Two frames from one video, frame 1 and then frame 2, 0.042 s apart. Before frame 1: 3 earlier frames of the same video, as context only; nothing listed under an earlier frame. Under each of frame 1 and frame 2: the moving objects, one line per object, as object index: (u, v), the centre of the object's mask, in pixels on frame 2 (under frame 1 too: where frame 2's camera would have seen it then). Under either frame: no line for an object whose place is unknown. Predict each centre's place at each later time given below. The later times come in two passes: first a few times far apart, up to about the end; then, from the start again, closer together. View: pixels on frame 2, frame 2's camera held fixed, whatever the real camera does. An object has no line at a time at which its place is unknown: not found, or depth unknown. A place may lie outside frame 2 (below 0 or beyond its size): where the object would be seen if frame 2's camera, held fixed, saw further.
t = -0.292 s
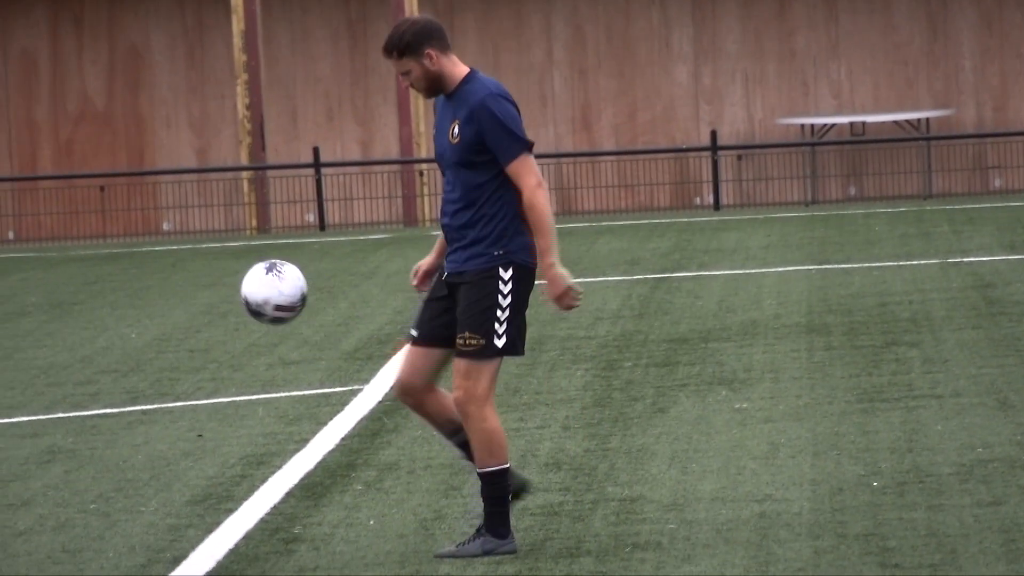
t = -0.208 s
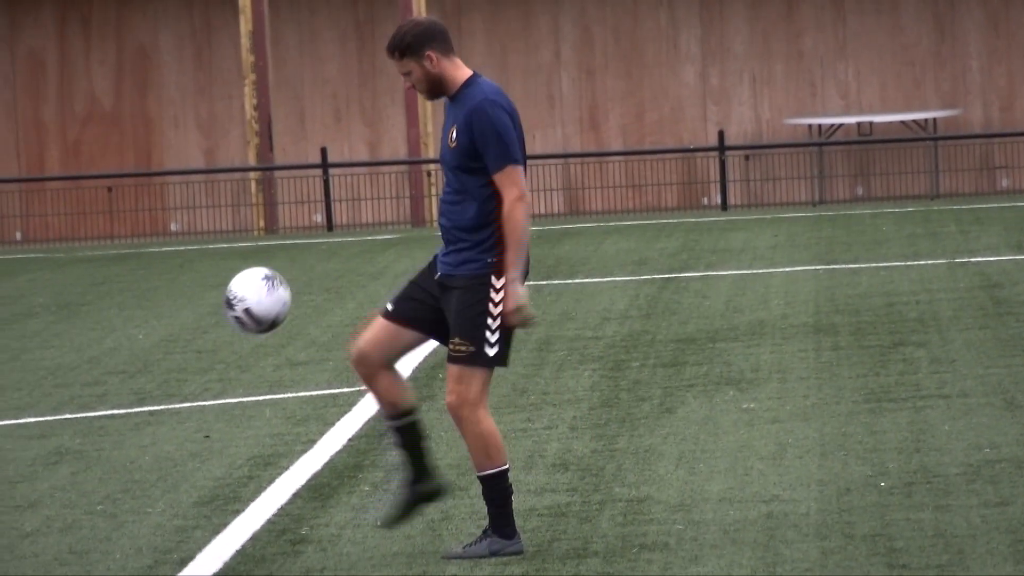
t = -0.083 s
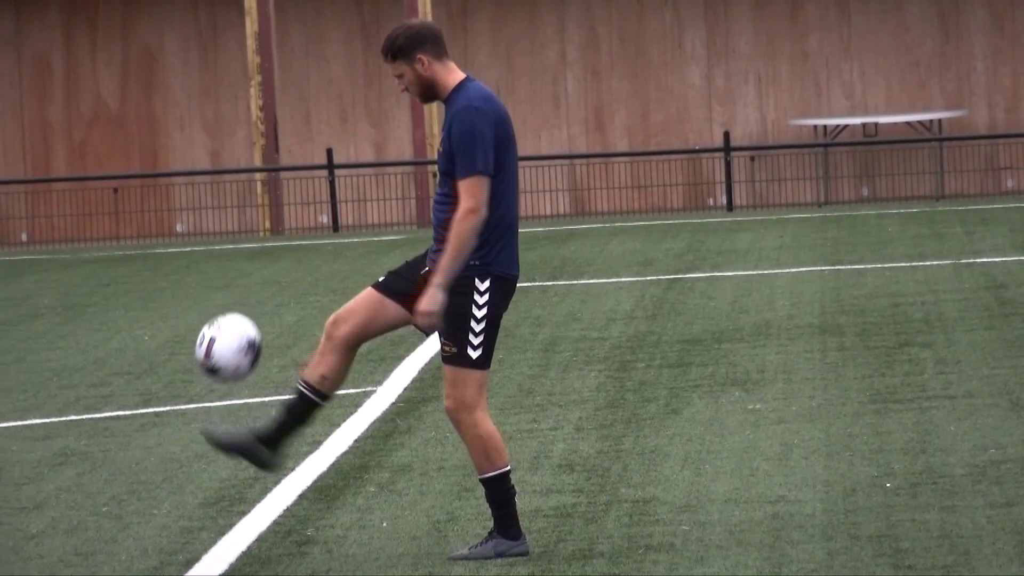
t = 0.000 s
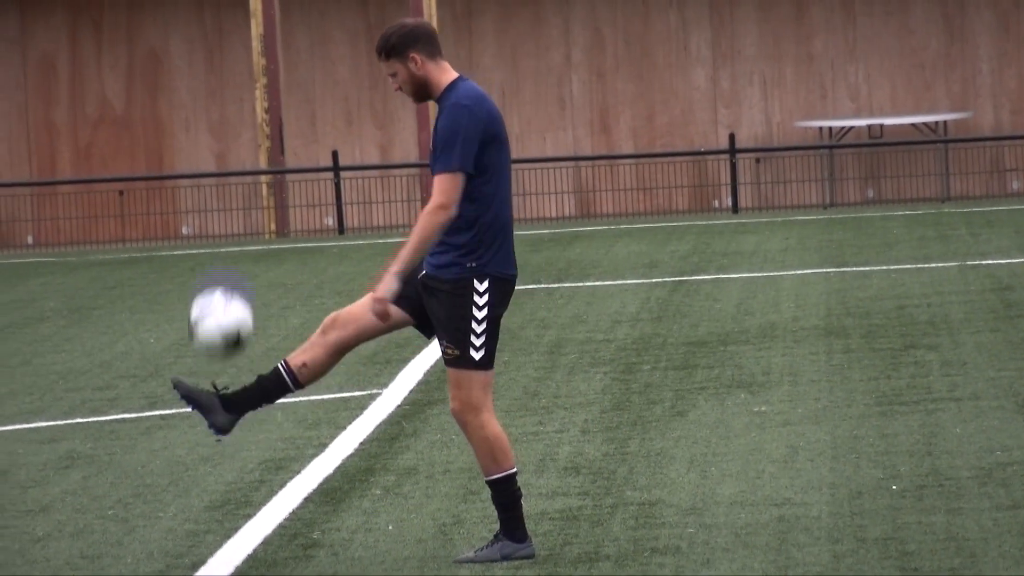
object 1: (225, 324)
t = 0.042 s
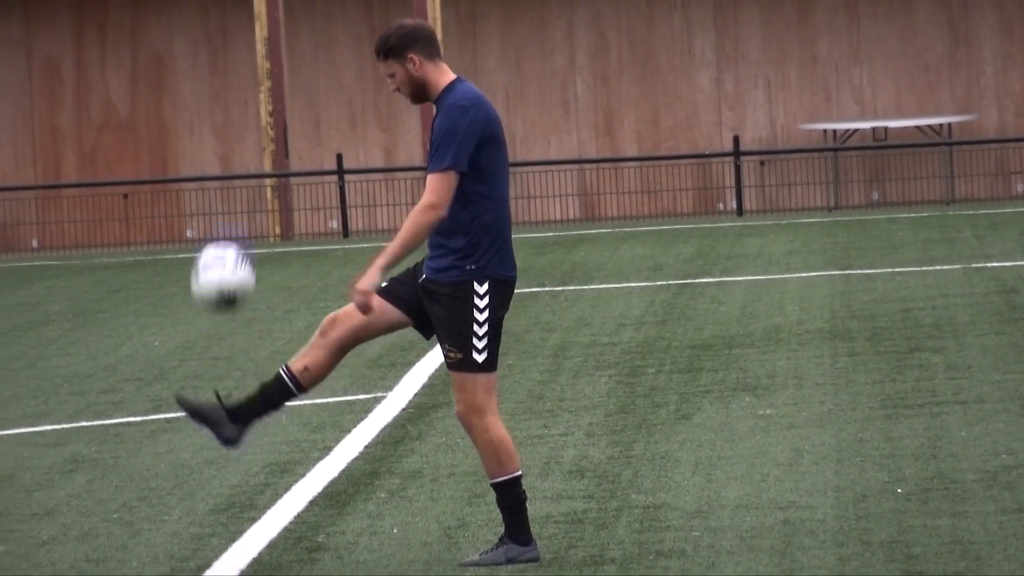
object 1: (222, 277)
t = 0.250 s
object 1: (215, 93)
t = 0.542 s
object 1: (219, 23)
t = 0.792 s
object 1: (241, 149)
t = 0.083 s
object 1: (220, 230)
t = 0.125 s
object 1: (218, 189)
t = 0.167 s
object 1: (217, 152)
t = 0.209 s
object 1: (217, 120)
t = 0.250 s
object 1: (215, 93)
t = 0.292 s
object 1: (214, 69)
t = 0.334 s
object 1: (215, 49)
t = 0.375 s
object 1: (215, 36)
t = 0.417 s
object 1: (216, 26)
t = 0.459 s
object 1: (216, 20)
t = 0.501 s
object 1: (219, 19)
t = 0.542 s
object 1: (219, 23)
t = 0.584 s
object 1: (223, 32)
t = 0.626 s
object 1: (224, 45)
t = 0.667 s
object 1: (229, 64)
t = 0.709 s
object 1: (232, 88)
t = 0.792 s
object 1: (241, 149)
